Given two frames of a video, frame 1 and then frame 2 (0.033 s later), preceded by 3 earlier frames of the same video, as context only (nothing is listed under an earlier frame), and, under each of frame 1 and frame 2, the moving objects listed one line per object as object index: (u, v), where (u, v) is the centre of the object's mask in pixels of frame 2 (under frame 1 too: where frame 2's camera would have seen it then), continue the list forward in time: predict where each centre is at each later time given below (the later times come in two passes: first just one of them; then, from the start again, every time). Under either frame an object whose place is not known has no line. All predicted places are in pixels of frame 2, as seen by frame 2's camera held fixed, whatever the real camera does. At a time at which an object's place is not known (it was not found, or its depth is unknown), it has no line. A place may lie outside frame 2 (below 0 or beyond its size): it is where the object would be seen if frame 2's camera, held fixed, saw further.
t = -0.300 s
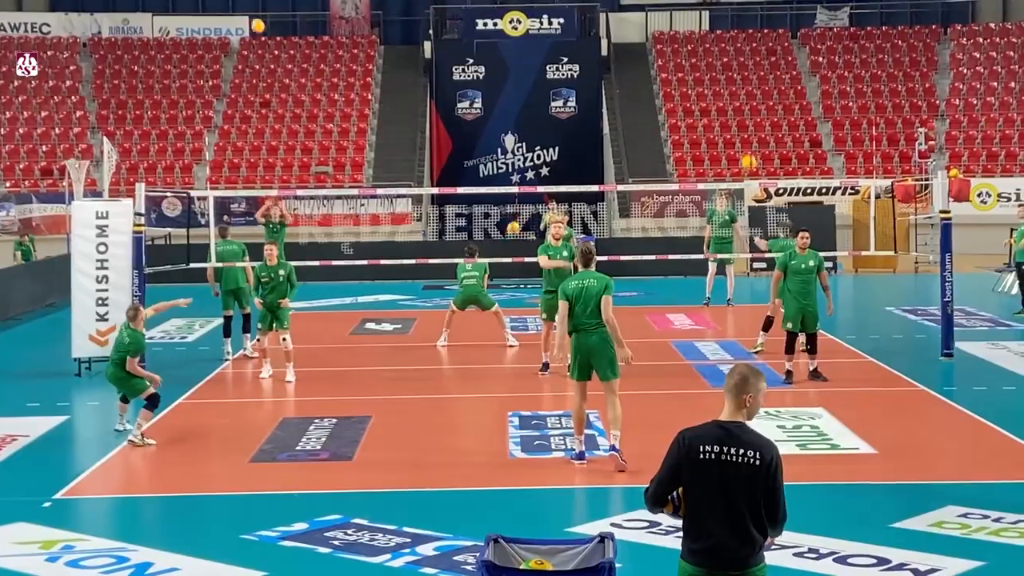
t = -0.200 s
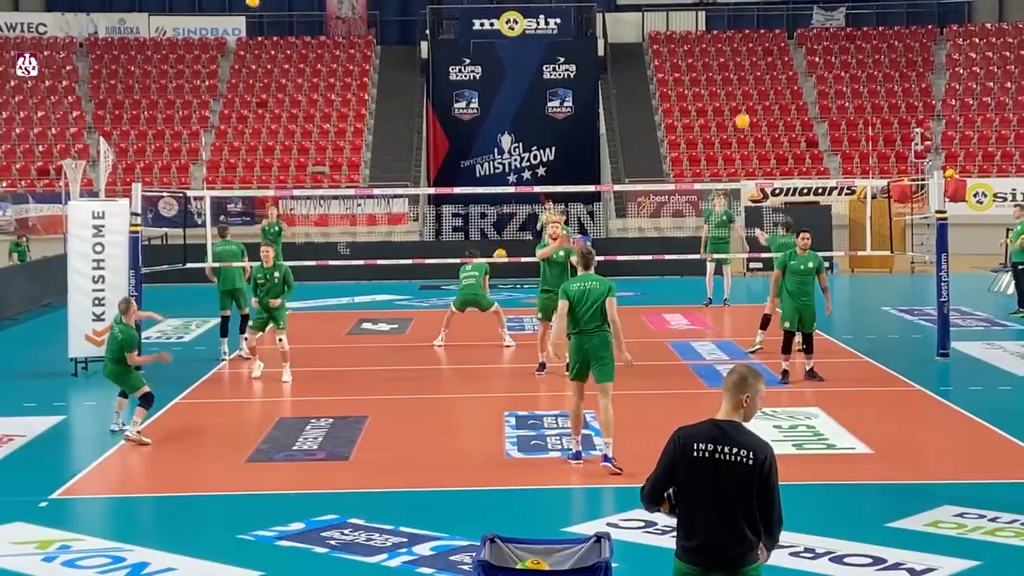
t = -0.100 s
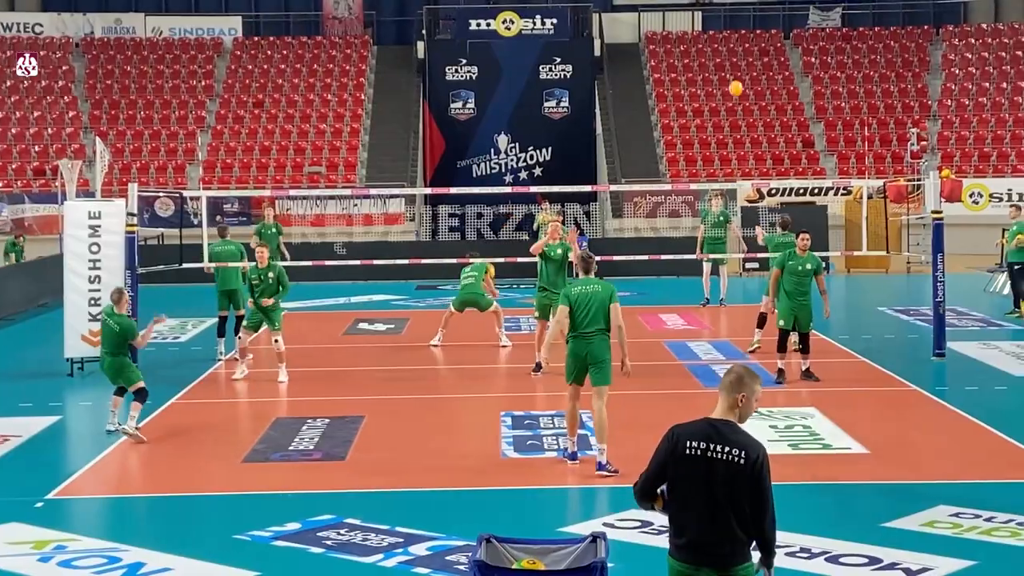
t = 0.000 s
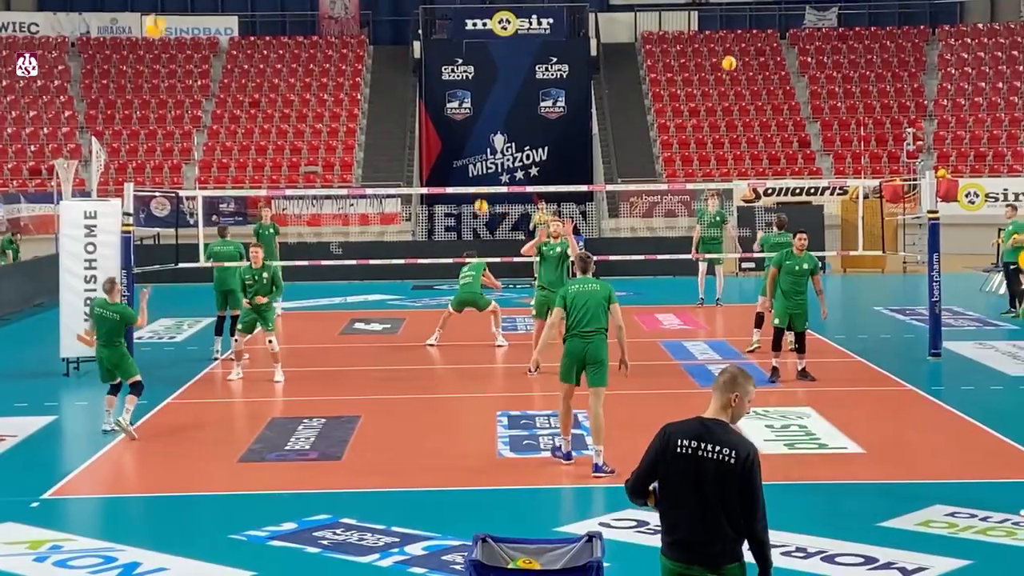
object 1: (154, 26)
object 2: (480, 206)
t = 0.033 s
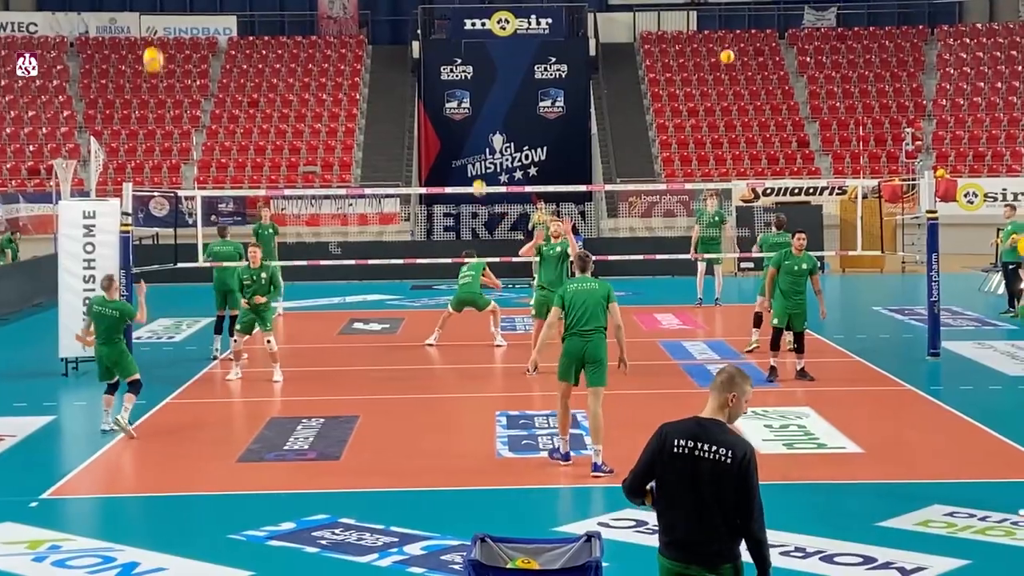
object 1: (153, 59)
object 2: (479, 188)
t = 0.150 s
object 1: (151, 180)
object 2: (475, 128)
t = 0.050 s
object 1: (152, 76)
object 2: (478, 179)
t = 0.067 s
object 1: (152, 93)
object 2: (477, 170)
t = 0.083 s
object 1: (152, 111)
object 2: (477, 161)
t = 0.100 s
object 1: (151, 127)
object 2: (476, 152)
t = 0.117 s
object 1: (151, 145)
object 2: (476, 144)
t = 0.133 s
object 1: (151, 162)
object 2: (475, 136)
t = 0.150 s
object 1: (151, 180)
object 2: (475, 128)
